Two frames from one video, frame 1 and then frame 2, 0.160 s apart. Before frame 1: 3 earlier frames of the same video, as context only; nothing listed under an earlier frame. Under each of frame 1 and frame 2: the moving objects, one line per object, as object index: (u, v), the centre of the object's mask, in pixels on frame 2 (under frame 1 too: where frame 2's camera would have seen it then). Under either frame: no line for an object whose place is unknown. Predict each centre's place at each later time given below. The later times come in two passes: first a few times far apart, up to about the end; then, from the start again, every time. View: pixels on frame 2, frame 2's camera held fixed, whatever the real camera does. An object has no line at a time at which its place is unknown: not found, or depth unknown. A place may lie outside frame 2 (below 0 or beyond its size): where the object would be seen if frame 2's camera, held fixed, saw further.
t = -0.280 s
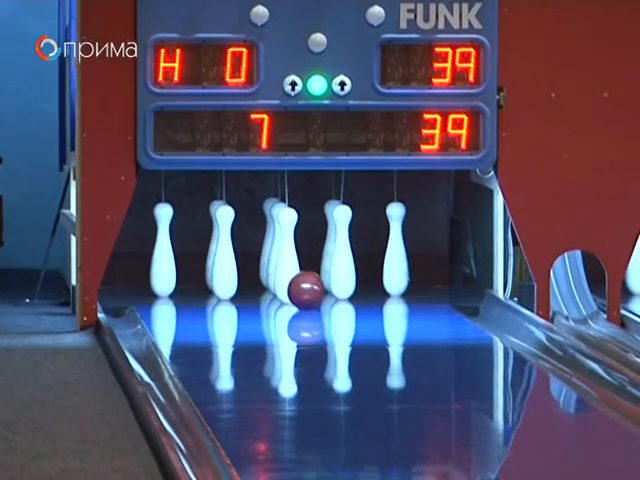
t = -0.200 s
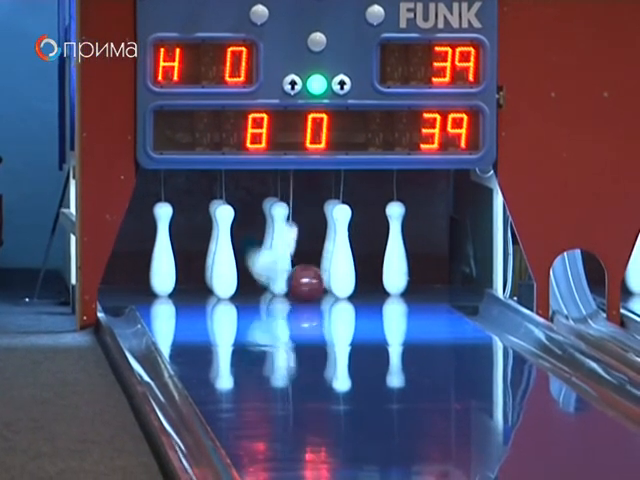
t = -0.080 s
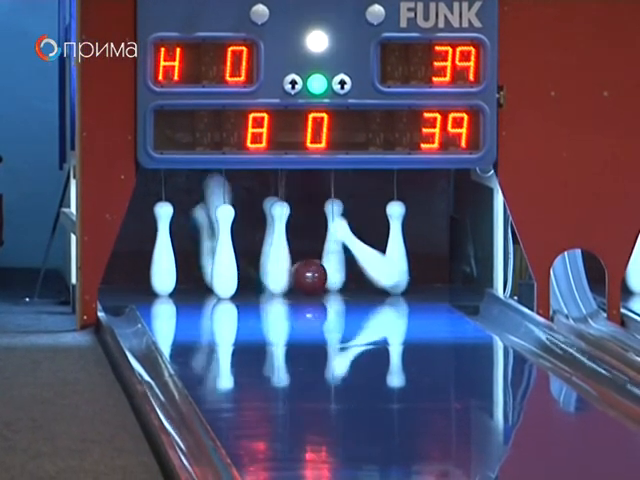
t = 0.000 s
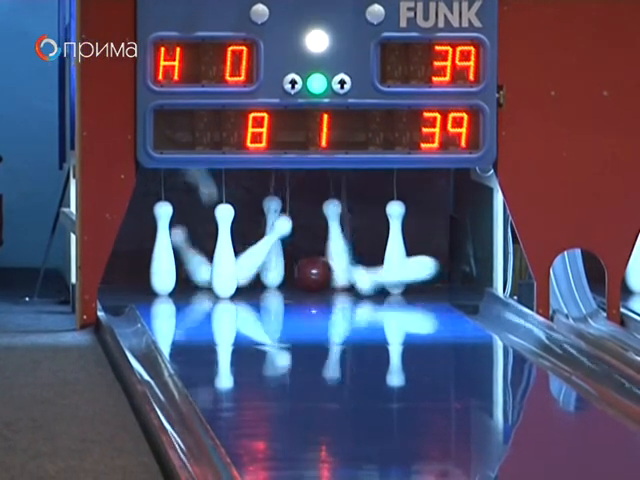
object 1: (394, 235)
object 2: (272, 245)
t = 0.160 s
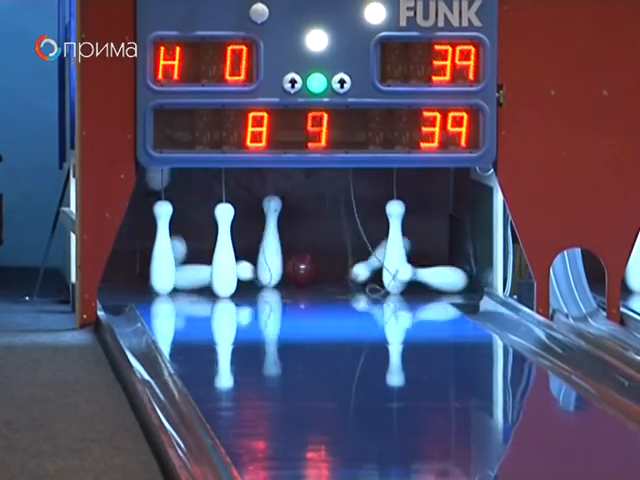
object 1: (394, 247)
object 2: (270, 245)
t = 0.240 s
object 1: (395, 251)
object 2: (265, 244)
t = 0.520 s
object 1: (389, 250)
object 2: (265, 256)
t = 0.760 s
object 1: (388, 252)
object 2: (265, 275)
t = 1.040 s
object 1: (370, 273)
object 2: (266, 275)
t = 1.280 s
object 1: (348, 282)
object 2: (265, 276)
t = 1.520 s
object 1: (338, 283)
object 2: (267, 276)
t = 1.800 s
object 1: (330, 283)
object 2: (263, 276)
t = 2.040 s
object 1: (324, 284)
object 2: (260, 276)
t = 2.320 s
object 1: (318, 285)
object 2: (257, 276)
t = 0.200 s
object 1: (394, 247)
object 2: (268, 245)
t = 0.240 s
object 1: (395, 251)
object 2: (265, 244)
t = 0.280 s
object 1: (396, 250)
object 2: (263, 245)
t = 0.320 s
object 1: (394, 248)
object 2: (261, 245)
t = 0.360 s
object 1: (393, 249)
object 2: (260, 246)
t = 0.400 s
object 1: (391, 250)
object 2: (260, 246)
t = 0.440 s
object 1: (390, 250)
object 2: (261, 248)
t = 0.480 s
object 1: (389, 249)
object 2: (264, 250)
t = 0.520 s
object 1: (389, 250)
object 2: (265, 256)
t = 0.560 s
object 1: (388, 250)
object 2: (268, 266)
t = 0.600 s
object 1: (387, 250)
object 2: (267, 274)
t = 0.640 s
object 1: (387, 250)
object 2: (266, 271)
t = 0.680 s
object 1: (387, 251)
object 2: (266, 271)
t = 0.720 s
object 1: (387, 251)
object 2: (266, 273)
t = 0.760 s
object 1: (388, 252)
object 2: (265, 275)
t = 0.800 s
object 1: (389, 254)
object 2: (268, 275)
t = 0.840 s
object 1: (390, 258)
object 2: (270, 276)
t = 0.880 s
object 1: (390, 262)
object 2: (266, 275)
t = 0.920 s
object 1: (387, 267)
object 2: (265, 275)
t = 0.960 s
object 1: (381, 271)
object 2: (265, 275)
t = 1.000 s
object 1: (375, 272)
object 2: (265, 275)
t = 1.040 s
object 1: (370, 273)
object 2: (266, 275)
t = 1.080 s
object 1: (365, 276)
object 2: (265, 275)
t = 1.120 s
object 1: (363, 280)
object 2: (265, 275)
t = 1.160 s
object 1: (357, 281)
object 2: (265, 275)
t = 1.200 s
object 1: (354, 281)
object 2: (265, 275)
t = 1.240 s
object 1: (351, 282)
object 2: (265, 276)
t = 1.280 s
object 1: (348, 282)
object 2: (265, 276)
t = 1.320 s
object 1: (346, 282)
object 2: (265, 276)
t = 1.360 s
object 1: (344, 282)
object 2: (265, 276)
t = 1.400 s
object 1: (343, 282)
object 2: (265, 276)
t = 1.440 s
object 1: (341, 283)
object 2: (266, 276)
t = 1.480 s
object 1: (340, 283)
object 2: (266, 276)
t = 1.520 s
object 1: (338, 283)
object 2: (267, 276)
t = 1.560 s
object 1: (337, 283)
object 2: (266, 276)
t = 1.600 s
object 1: (336, 283)
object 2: (266, 276)
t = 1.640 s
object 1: (335, 283)
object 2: (265, 276)
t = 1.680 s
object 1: (333, 283)
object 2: (265, 276)
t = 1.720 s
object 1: (332, 283)
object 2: (264, 276)
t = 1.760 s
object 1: (331, 283)
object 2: (264, 276)
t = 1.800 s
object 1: (330, 283)
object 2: (263, 276)
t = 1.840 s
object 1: (329, 284)
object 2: (262, 276)
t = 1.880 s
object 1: (328, 284)
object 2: (262, 276)
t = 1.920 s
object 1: (327, 284)
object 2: (261, 276)
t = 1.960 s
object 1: (325, 284)
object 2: (261, 276)
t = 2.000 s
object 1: (324, 284)
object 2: (260, 276)
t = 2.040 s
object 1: (324, 284)
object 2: (260, 276)
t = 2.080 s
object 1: (322, 284)
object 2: (259, 276)
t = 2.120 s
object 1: (322, 284)
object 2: (259, 276)
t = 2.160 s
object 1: (321, 285)
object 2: (259, 276)
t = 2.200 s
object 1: (320, 285)
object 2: (259, 276)
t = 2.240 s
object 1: (319, 285)
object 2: (259, 276)
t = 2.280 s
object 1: (318, 285)
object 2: (258, 276)
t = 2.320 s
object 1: (318, 285)
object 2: (257, 276)
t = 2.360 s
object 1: (317, 285)
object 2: (258, 276)
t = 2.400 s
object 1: (316, 285)
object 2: (256, 276)
